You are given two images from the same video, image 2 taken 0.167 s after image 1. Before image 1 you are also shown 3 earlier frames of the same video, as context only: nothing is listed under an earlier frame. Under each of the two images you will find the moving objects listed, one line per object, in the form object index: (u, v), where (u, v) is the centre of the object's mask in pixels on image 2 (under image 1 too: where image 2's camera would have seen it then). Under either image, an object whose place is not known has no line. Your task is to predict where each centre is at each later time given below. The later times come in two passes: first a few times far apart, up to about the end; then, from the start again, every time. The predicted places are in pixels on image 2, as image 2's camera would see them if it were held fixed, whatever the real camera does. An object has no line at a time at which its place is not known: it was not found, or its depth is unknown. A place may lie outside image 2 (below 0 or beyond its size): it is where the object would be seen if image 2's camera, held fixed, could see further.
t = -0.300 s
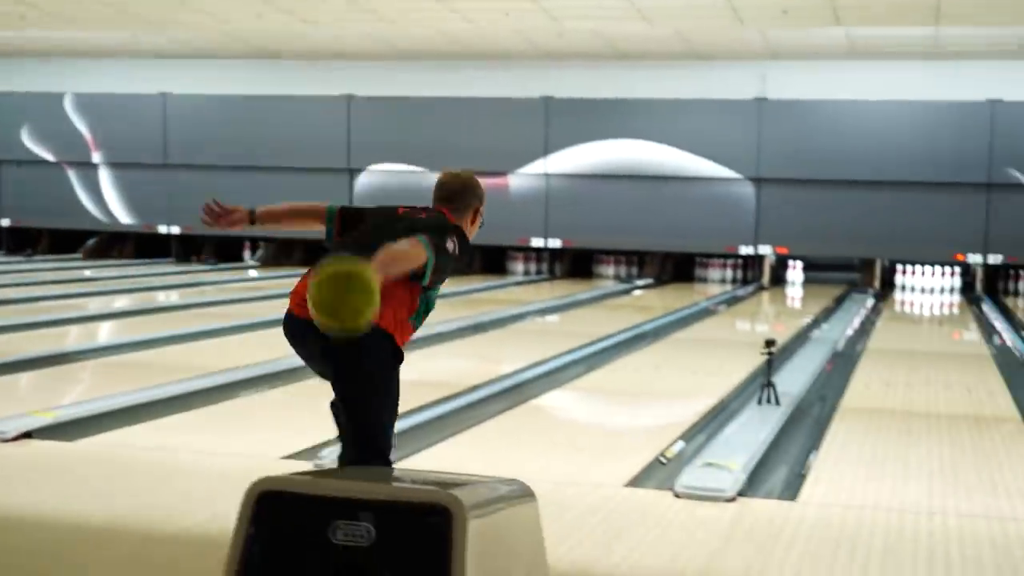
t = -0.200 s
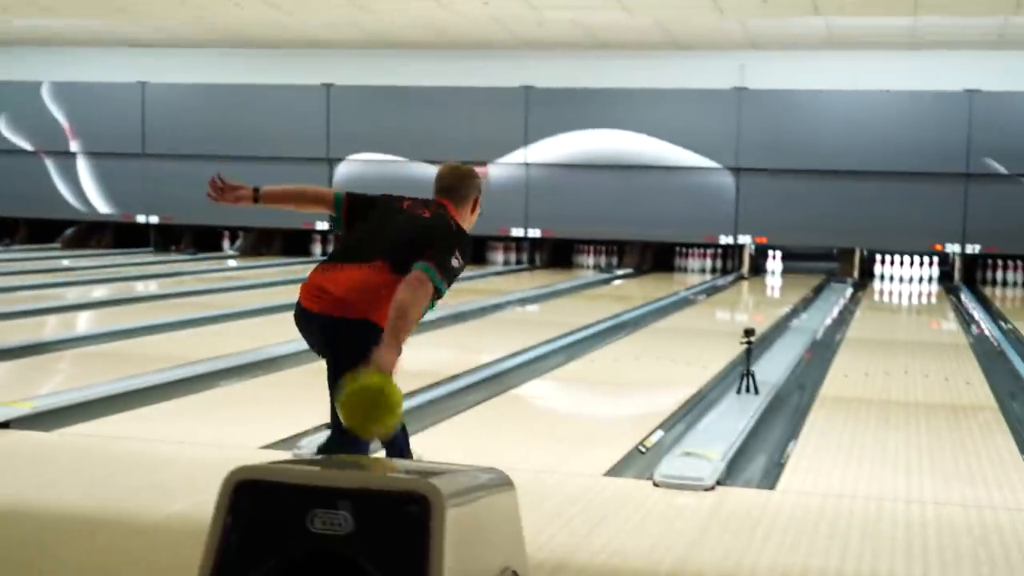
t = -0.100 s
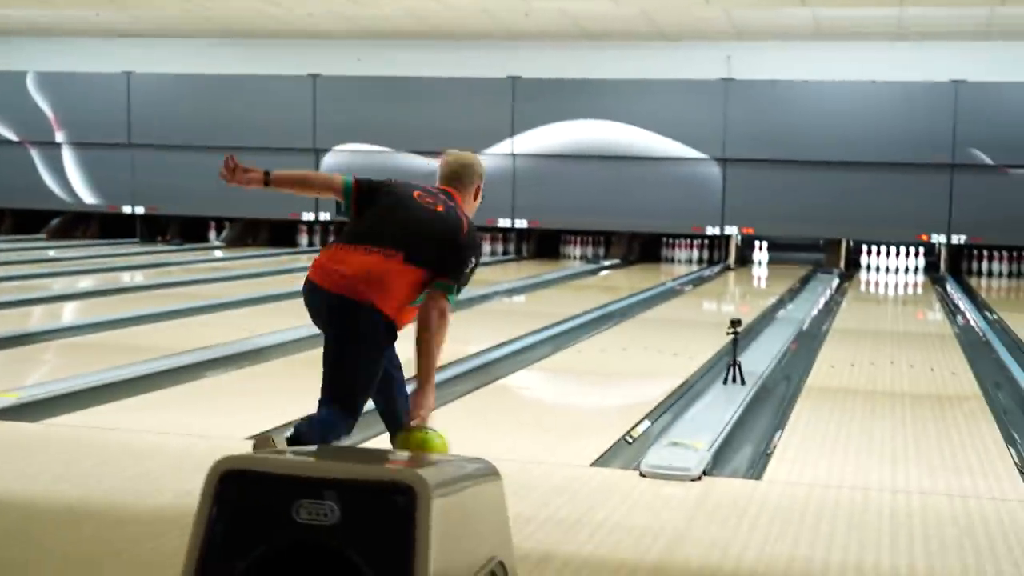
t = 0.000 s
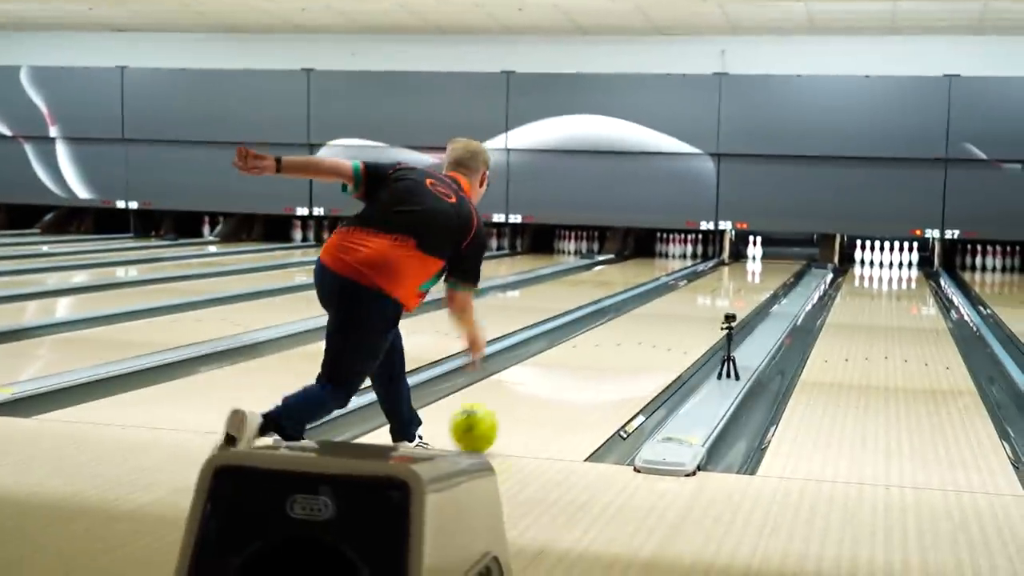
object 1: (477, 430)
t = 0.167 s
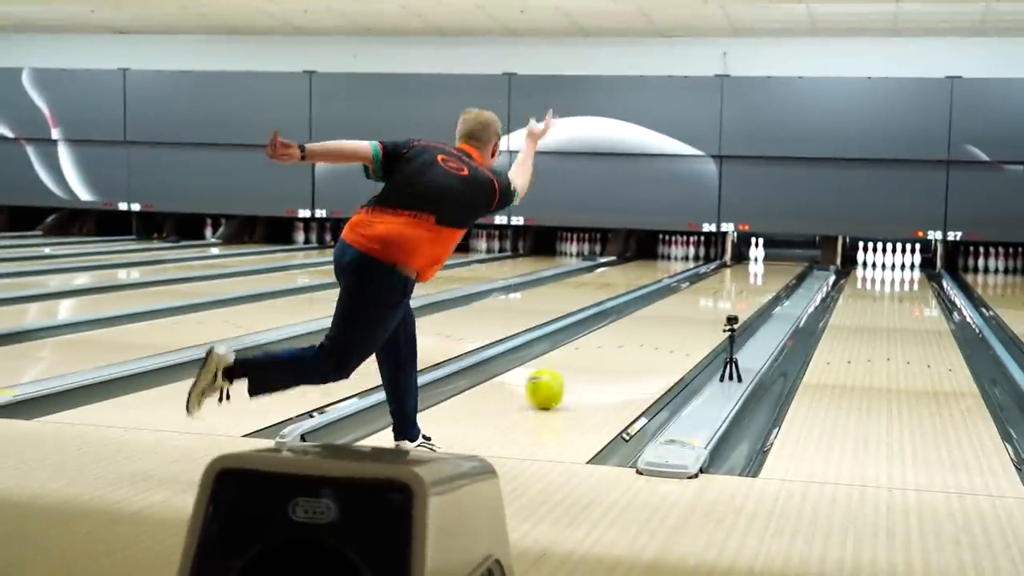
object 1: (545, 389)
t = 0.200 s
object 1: (556, 382)
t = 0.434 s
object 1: (615, 346)
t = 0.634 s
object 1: (648, 324)
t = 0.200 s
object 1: (556, 382)
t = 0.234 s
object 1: (566, 376)
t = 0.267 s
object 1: (576, 370)
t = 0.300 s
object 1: (584, 365)
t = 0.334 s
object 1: (593, 359)
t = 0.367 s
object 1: (600, 354)
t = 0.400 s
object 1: (608, 350)
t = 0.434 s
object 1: (615, 346)
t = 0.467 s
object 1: (620, 342)
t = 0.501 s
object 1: (627, 338)
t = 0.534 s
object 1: (633, 334)
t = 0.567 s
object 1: (639, 331)
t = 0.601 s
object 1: (644, 327)
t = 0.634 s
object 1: (648, 324)
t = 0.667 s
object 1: (653, 321)
